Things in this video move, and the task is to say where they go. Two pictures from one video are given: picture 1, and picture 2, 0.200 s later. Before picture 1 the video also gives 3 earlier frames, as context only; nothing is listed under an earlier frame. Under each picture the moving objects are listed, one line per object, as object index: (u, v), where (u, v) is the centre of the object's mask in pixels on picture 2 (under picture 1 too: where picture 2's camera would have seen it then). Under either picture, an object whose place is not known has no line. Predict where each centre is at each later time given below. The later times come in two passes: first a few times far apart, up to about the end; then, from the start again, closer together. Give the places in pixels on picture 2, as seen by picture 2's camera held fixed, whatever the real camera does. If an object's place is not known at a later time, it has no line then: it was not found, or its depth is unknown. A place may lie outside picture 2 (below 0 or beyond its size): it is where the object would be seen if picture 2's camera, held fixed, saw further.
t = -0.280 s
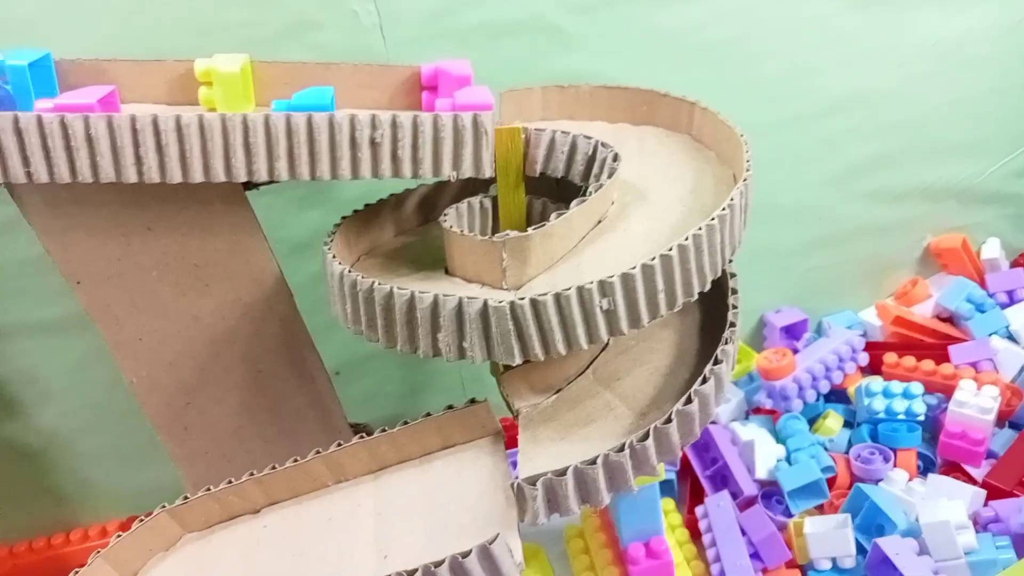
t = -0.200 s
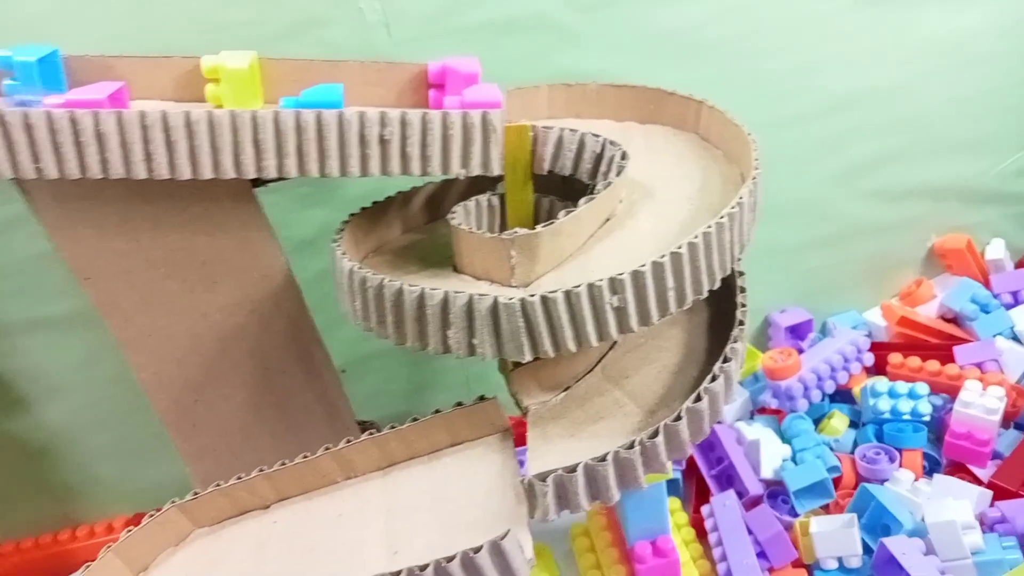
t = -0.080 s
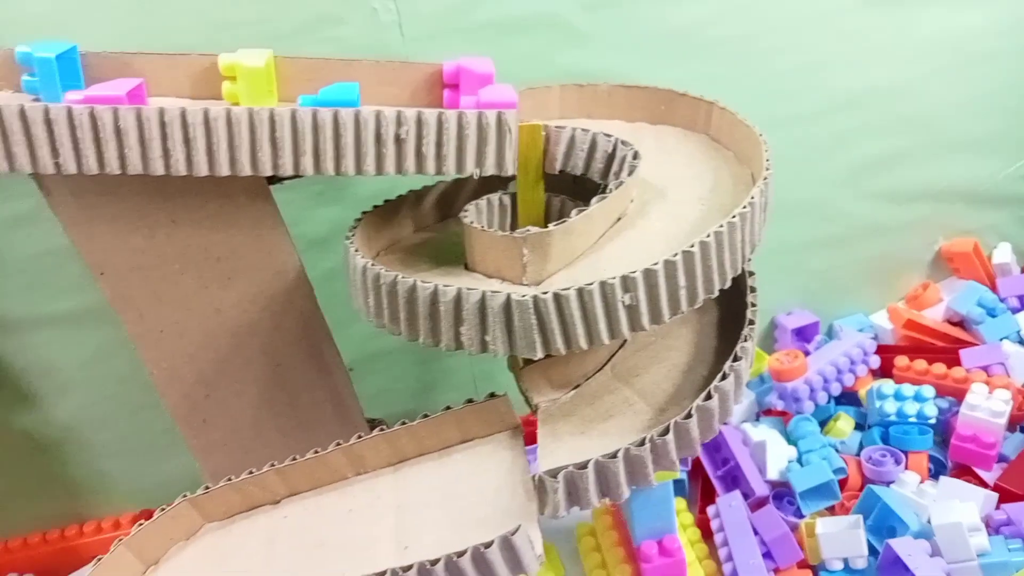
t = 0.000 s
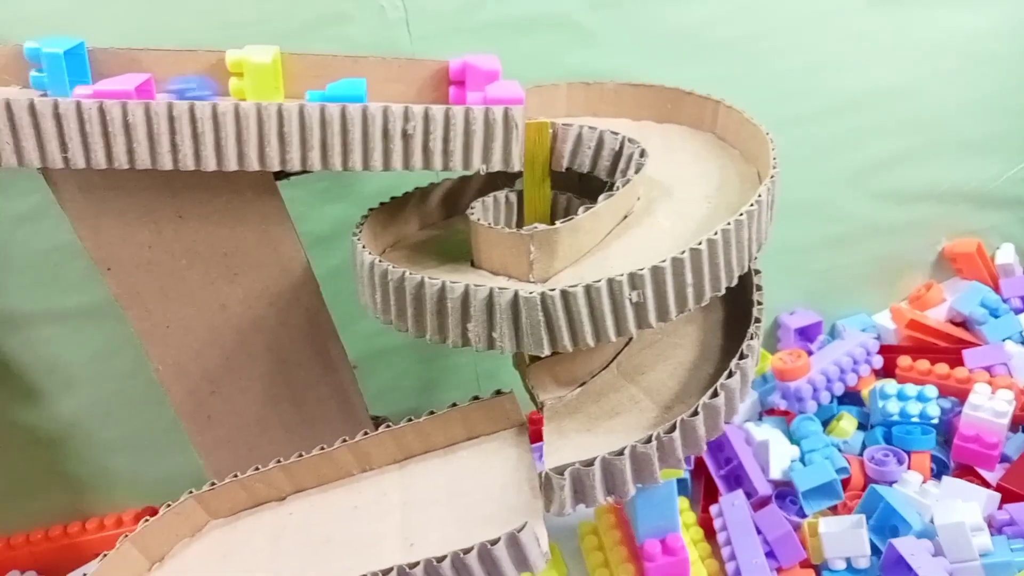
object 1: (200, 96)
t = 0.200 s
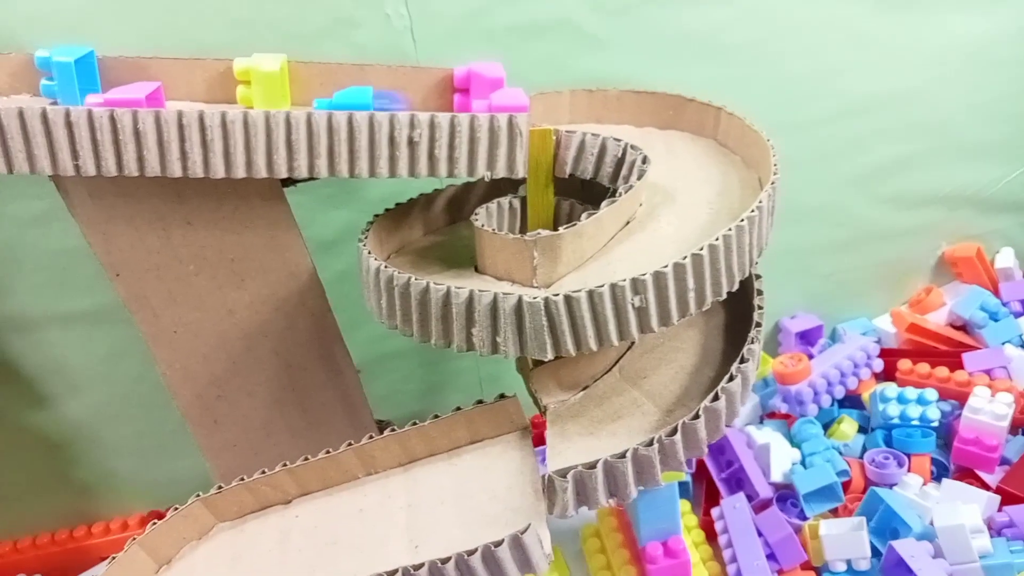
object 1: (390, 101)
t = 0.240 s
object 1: (423, 101)
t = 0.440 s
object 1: (711, 129)
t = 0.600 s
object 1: (749, 186)
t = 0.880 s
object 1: (532, 281)
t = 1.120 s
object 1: (404, 254)
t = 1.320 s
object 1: (470, 200)
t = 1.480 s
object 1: (589, 192)
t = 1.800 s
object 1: (683, 395)
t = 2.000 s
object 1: (399, 517)
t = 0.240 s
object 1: (423, 101)
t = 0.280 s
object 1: (457, 101)
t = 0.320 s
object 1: (537, 112)
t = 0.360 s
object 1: (565, 117)
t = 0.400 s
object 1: (618, 121)
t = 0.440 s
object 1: (711, 129)
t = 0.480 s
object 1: (731, 144)
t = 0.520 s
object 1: (743, 154)
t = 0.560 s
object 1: (750, 170)
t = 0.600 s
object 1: (749, 186)
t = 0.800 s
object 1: (636, 263)
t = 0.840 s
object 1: (603, 272)
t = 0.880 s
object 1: (532, 281)
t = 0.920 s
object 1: (501, 281)
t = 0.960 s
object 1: (468, 278)
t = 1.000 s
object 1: (443, 274)
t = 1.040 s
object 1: (429, 269)
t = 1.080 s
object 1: (410, 258)
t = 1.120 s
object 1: (404, 254)
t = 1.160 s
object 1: (400, 248)
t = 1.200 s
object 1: (403, 241)
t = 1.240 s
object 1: (416, 231)
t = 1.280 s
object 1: (433, 220)
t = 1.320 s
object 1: (470, 200)
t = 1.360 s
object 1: (501, 189)
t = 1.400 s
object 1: (513, 187)
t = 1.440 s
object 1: (570, 189)
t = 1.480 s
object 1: (589, 192)
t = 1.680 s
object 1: (737, 295)
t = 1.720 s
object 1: (725, 332)
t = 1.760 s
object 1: (709, 365)
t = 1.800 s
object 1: (683, 395)
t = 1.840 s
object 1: (644, 418)
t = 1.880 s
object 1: (600, 439)
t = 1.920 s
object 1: (549, 453)
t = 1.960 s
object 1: (452, 502)
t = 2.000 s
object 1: (399, 517)
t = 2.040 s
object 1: (344, 534)
